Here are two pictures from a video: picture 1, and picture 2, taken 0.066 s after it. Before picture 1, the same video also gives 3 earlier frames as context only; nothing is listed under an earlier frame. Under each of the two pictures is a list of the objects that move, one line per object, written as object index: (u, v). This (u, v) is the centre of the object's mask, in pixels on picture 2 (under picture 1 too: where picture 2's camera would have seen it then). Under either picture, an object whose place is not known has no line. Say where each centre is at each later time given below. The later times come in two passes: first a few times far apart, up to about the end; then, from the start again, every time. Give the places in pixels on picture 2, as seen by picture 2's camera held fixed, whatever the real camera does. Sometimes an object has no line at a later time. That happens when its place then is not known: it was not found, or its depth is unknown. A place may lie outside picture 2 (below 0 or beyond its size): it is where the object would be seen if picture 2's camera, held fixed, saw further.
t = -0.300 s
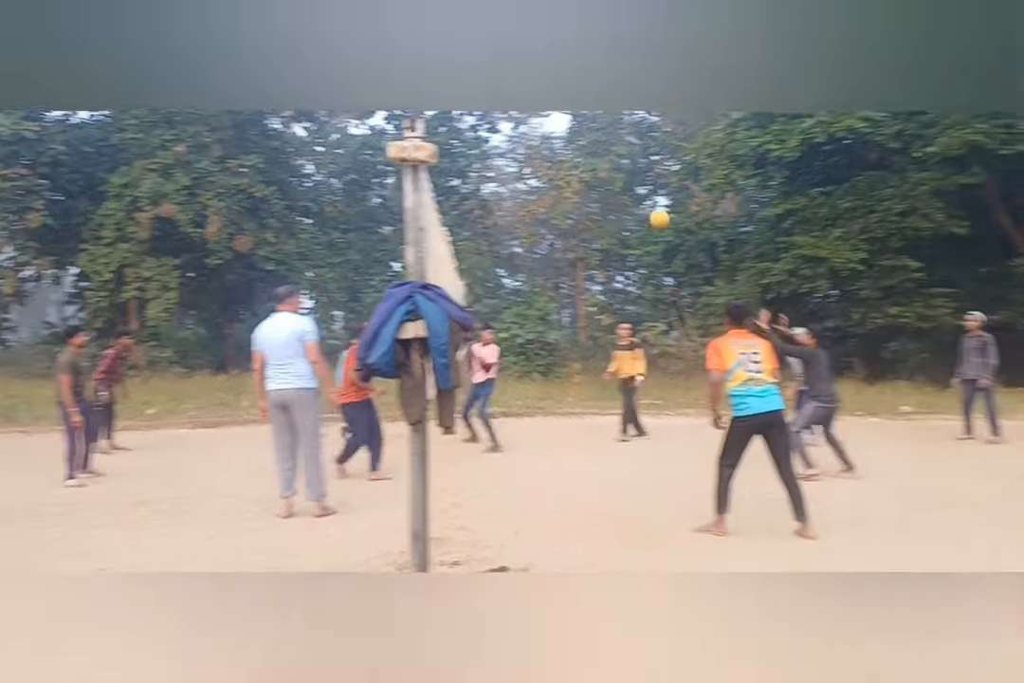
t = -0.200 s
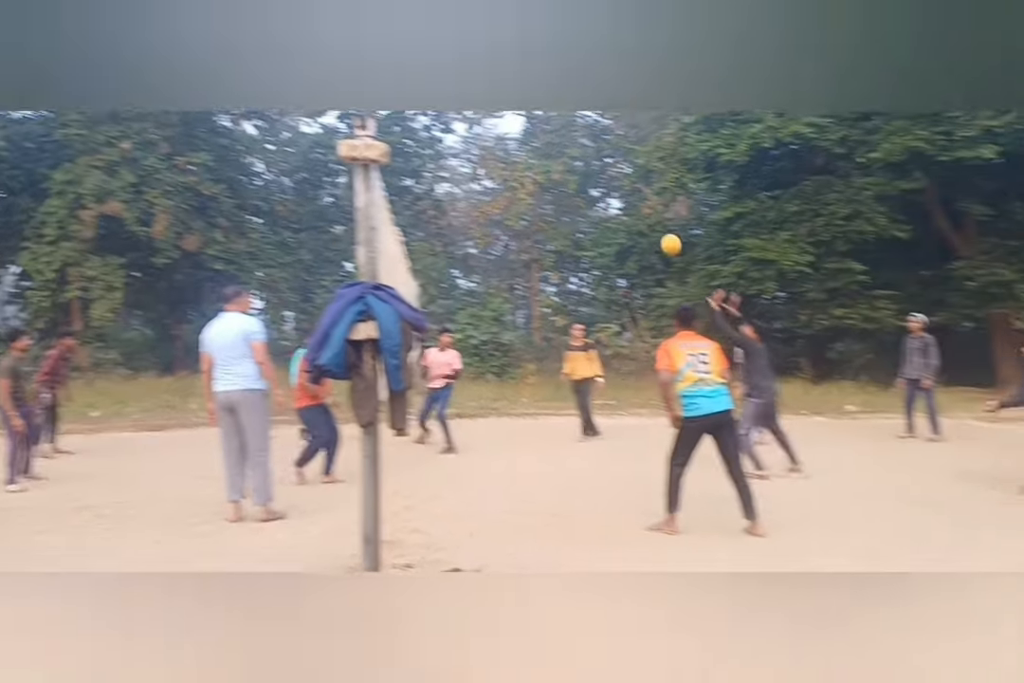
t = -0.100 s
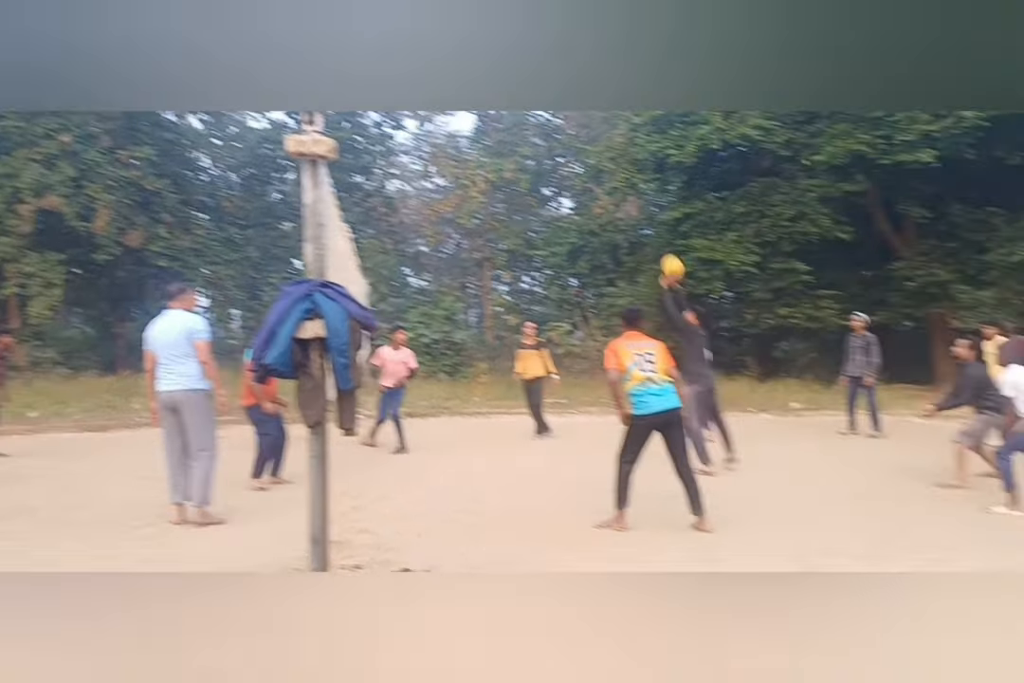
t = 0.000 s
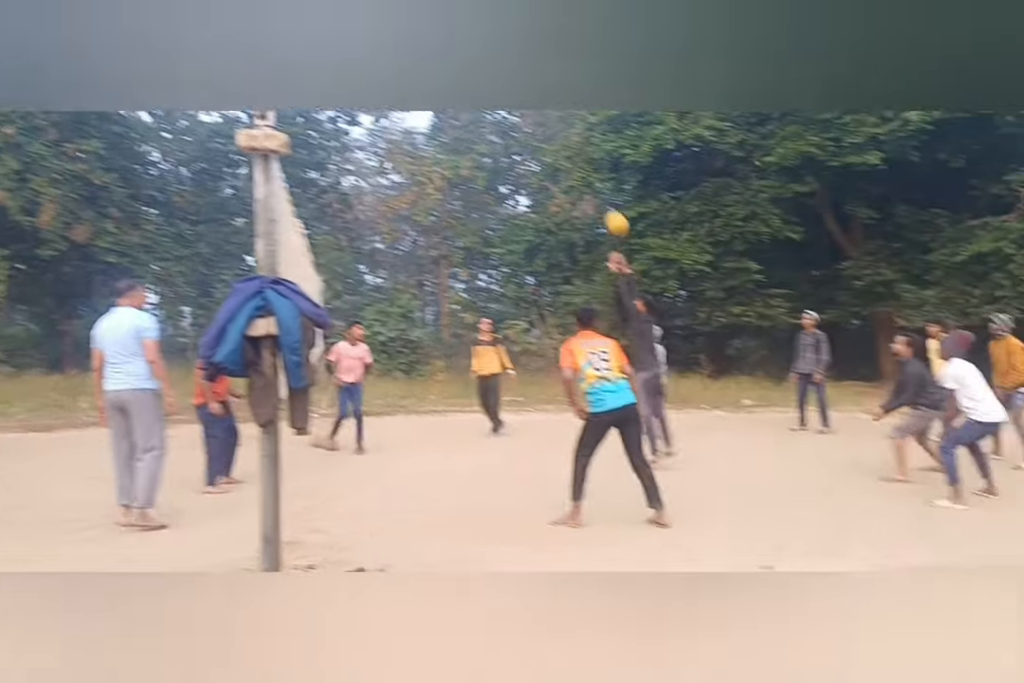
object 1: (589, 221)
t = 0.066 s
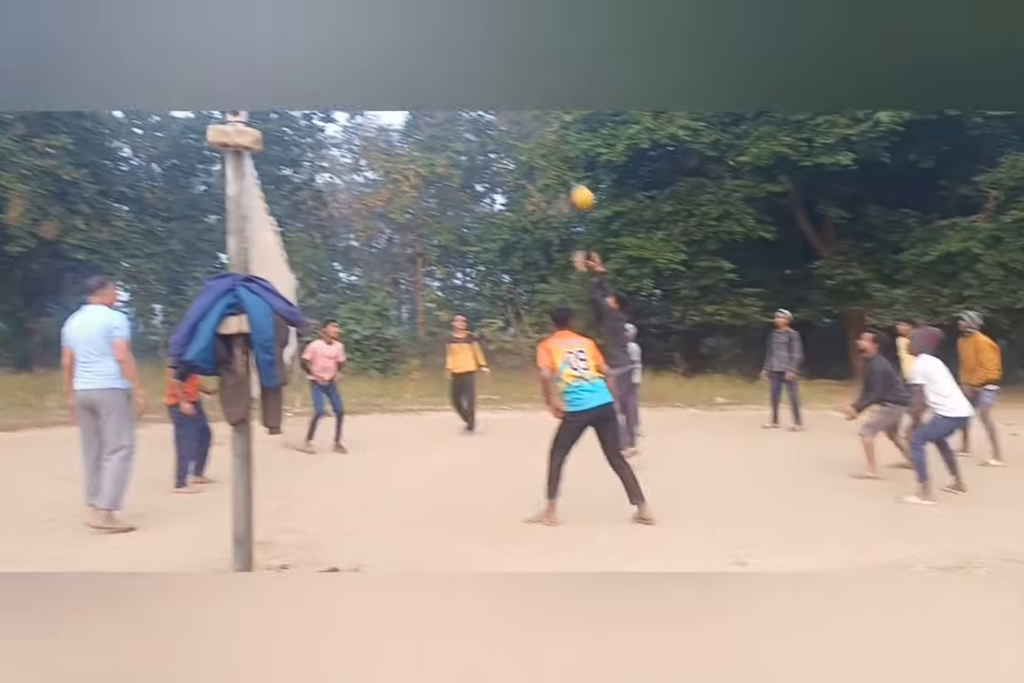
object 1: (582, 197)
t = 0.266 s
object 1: (558, 148)
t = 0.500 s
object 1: (526, 134)
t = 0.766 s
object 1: (488, 183)
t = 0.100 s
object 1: (579, 186)
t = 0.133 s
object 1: (576, 177)
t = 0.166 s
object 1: (572, 169)
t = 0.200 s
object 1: (567, 160)
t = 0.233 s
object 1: (562, 154)
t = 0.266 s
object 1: (558, 148)
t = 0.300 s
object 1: (554, 143)
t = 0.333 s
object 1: (549, 138)
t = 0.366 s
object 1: (544, 136)
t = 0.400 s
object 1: (540, 134)
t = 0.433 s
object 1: (535, 132)
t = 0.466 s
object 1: (530, 133)
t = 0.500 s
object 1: (526, 134)
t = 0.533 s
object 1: (521, 137)
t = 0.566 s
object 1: (516, 140)
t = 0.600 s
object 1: (511, 144)
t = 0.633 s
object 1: (507, 150)
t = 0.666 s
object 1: (501, 156)
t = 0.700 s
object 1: (497, 165)
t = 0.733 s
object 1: (492, 174)
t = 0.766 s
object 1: (488, 183)
